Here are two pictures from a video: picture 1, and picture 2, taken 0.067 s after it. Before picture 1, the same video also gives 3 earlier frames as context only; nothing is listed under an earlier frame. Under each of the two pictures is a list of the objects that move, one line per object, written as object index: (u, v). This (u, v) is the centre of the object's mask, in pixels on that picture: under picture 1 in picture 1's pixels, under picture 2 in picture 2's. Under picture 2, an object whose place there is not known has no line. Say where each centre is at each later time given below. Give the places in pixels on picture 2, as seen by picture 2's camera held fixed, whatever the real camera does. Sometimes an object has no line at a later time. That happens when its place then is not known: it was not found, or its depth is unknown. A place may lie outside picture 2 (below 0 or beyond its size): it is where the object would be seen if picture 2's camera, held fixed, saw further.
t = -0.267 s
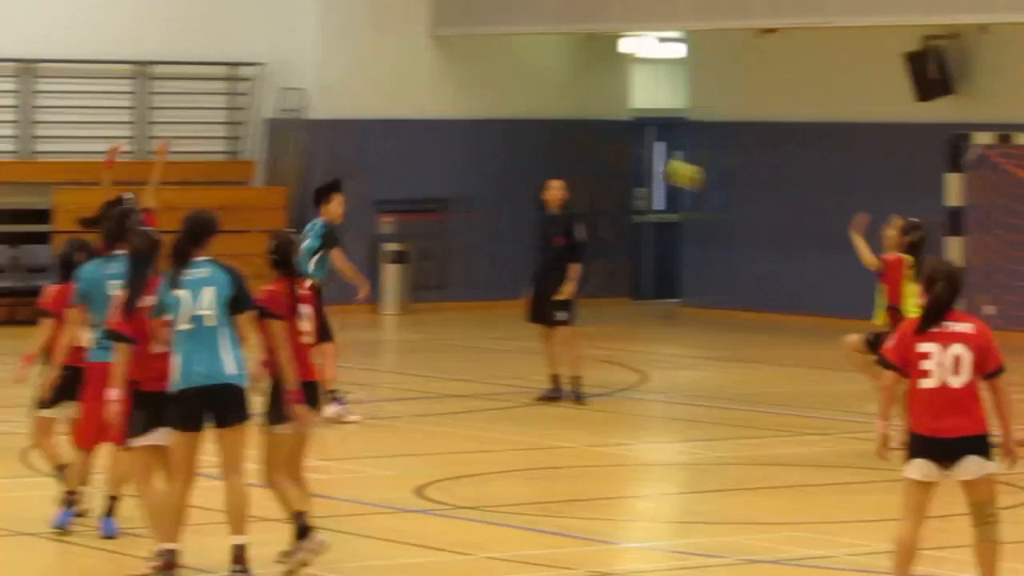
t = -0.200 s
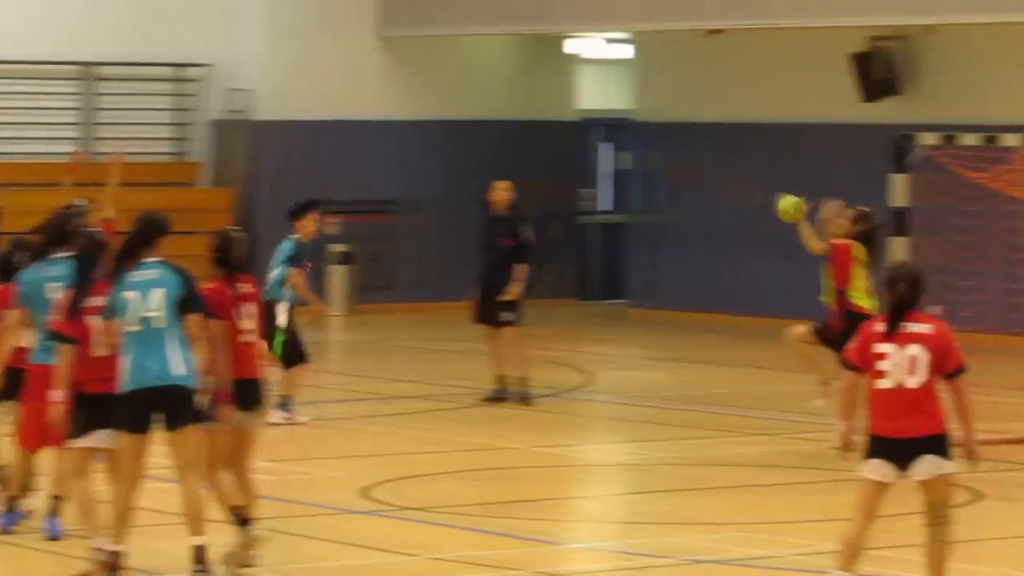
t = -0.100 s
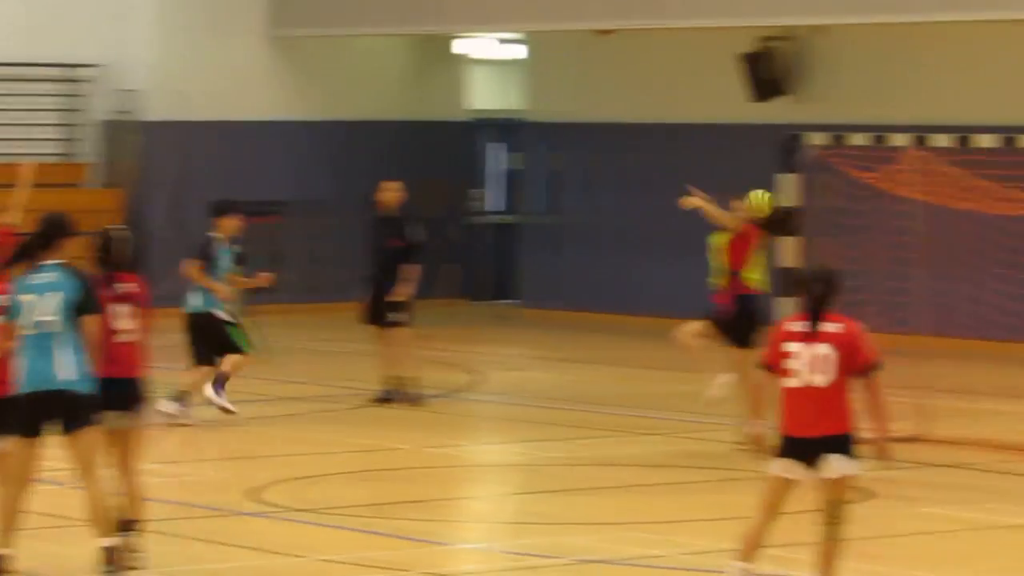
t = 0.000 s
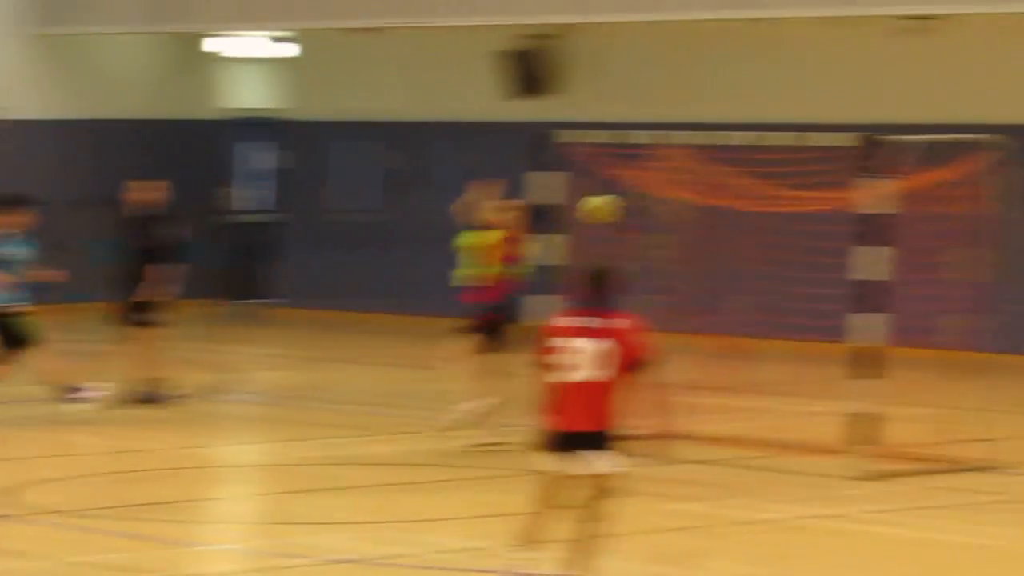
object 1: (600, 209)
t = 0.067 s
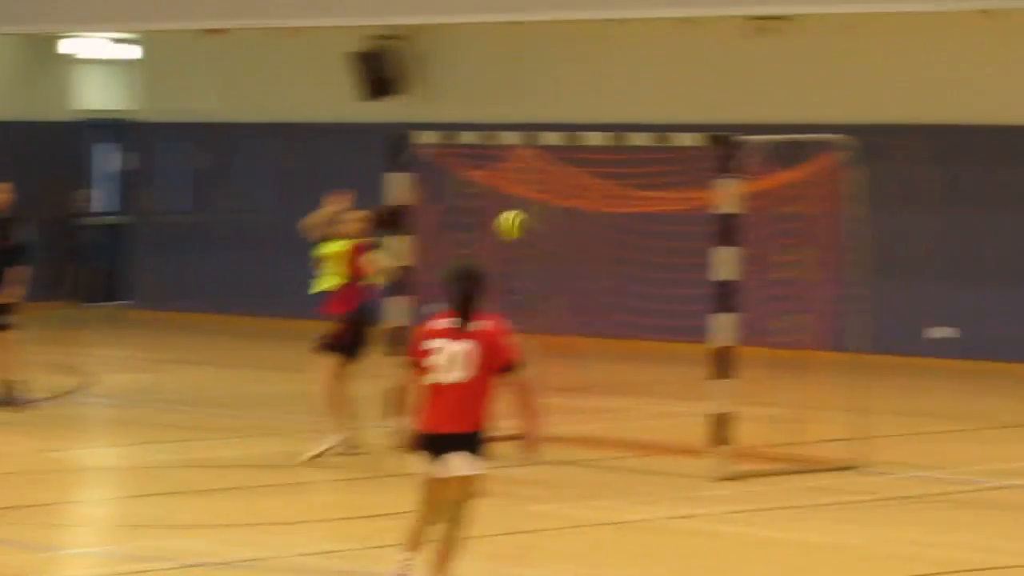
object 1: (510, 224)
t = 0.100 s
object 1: (533, 235)
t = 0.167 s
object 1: (583, 264)
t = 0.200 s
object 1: (615, 281)
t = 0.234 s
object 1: (650, 301)
